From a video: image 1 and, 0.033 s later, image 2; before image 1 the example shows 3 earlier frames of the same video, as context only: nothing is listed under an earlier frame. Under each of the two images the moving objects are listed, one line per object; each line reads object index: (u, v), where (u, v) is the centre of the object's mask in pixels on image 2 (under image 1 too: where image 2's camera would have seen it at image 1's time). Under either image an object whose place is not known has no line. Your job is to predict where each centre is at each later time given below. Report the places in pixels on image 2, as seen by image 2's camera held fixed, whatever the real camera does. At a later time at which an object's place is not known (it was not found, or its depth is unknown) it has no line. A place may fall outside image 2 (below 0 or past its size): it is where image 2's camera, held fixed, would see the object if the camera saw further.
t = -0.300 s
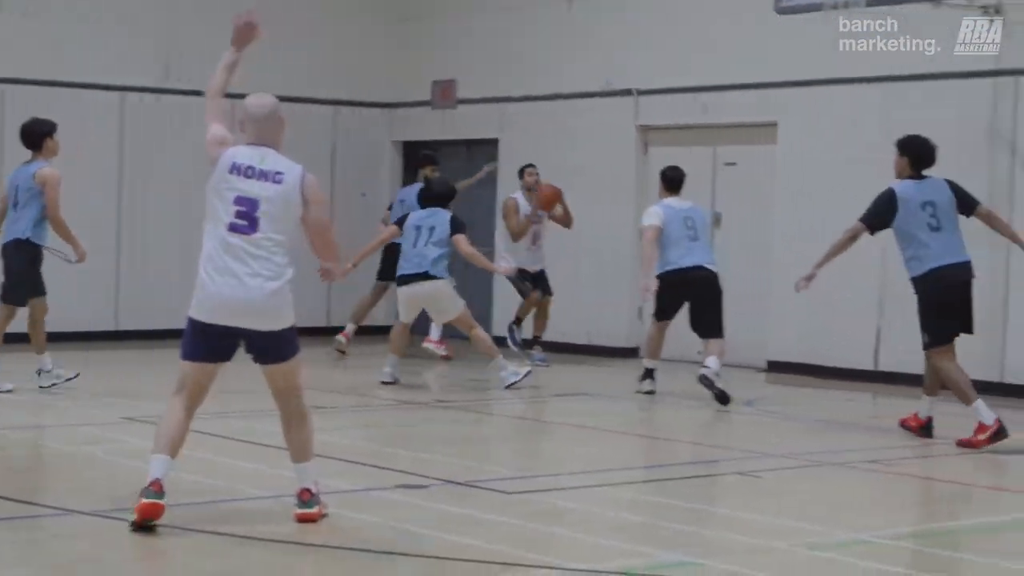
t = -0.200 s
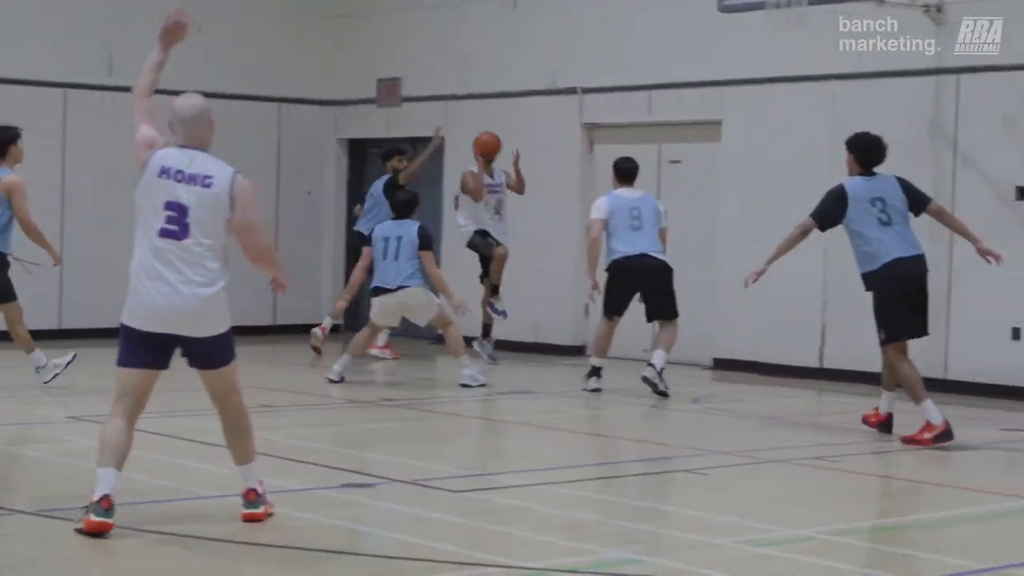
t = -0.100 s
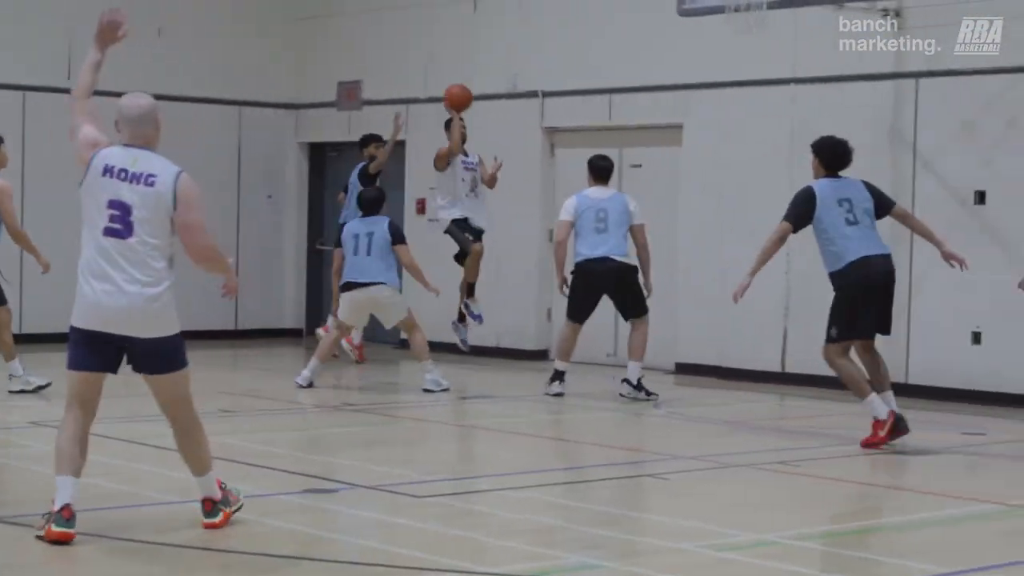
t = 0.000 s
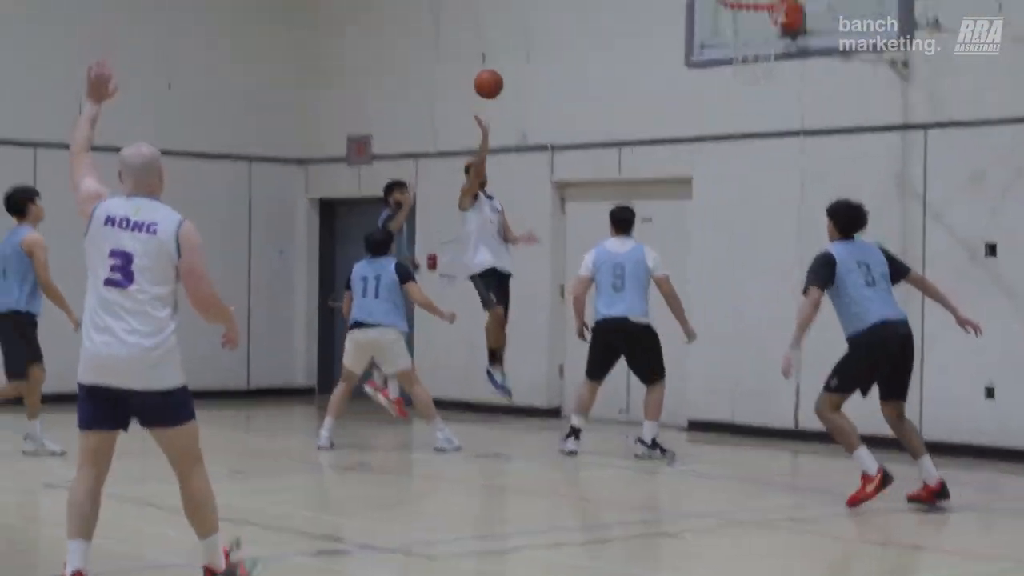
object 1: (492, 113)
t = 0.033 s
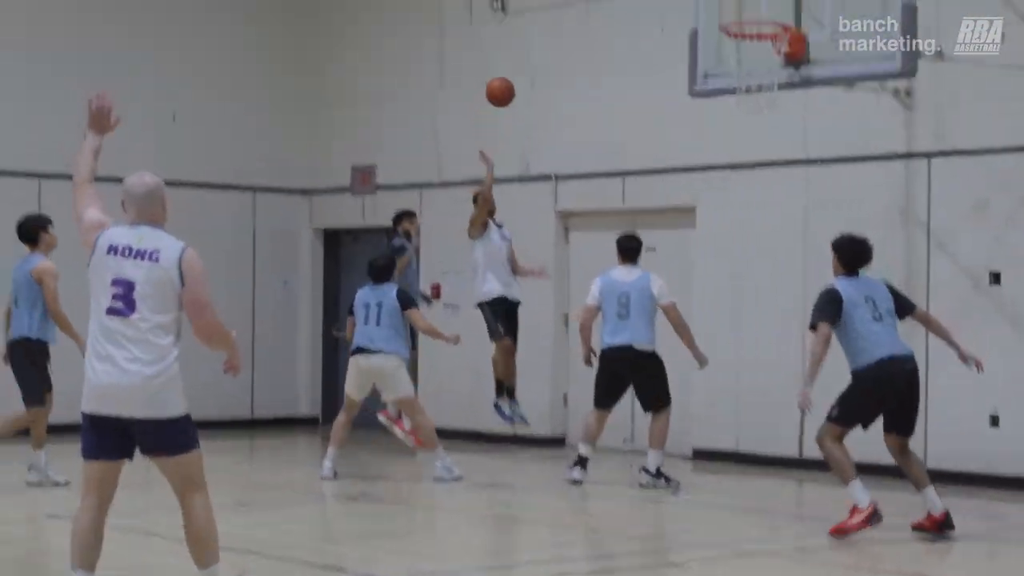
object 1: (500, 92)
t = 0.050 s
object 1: (504, 82)
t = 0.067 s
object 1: (508, 73)
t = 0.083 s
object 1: (512, 64)
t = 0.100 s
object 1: (515, 54)
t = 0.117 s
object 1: (519, 45)
